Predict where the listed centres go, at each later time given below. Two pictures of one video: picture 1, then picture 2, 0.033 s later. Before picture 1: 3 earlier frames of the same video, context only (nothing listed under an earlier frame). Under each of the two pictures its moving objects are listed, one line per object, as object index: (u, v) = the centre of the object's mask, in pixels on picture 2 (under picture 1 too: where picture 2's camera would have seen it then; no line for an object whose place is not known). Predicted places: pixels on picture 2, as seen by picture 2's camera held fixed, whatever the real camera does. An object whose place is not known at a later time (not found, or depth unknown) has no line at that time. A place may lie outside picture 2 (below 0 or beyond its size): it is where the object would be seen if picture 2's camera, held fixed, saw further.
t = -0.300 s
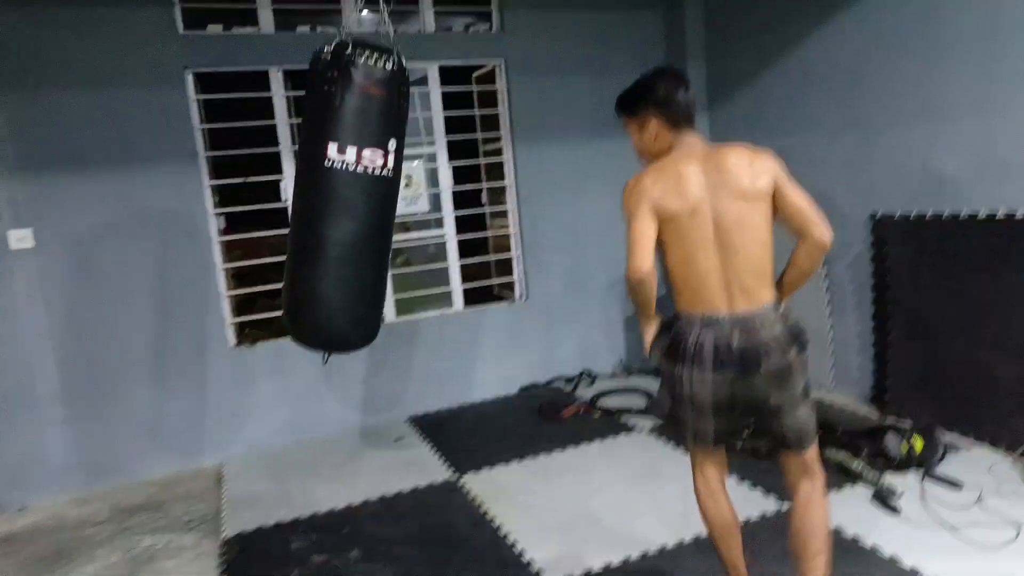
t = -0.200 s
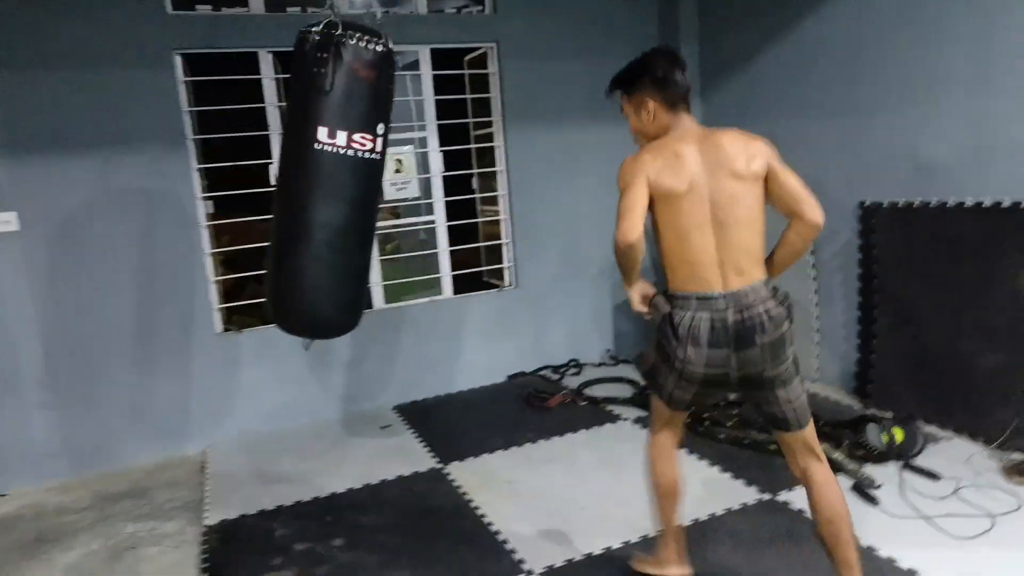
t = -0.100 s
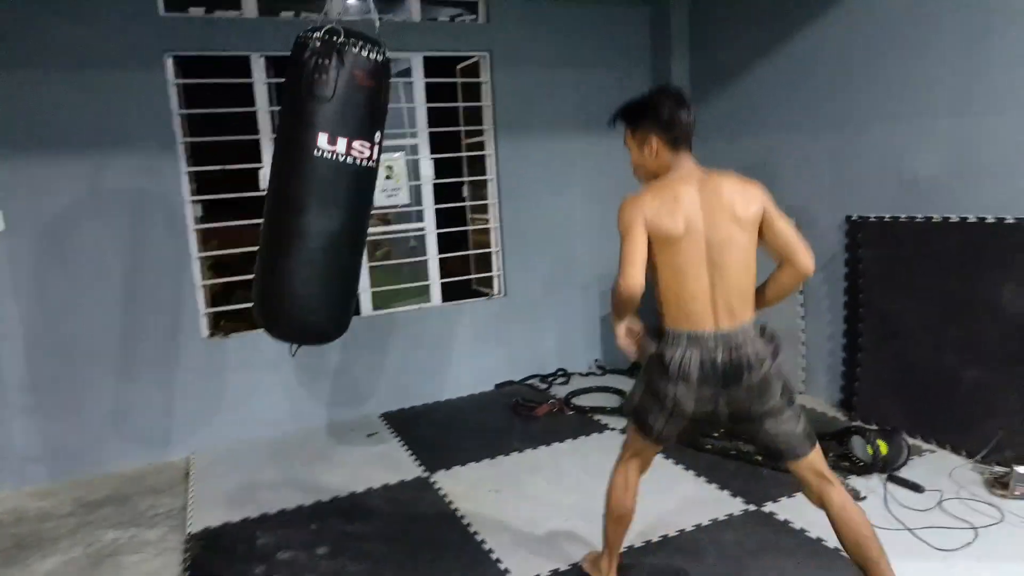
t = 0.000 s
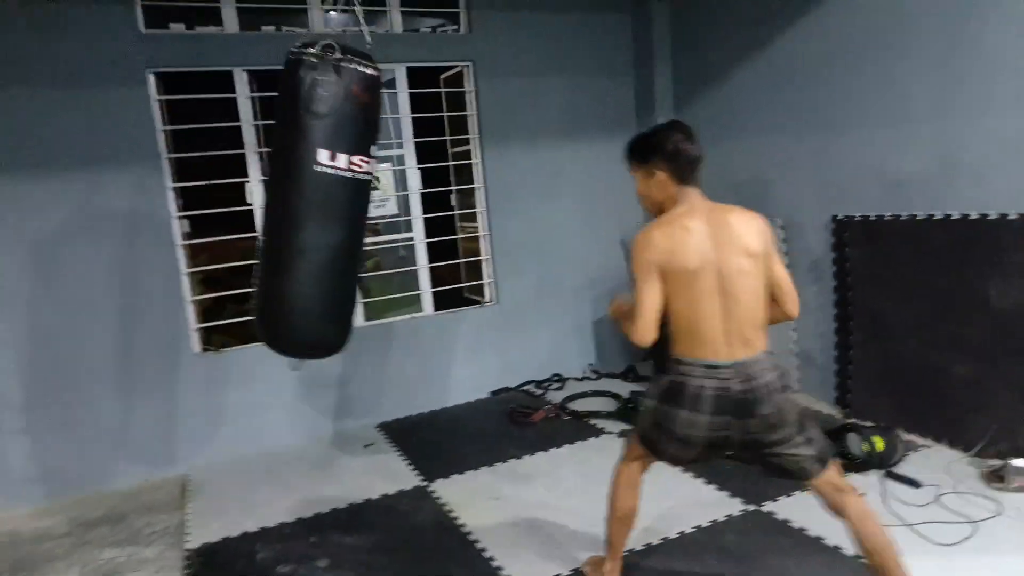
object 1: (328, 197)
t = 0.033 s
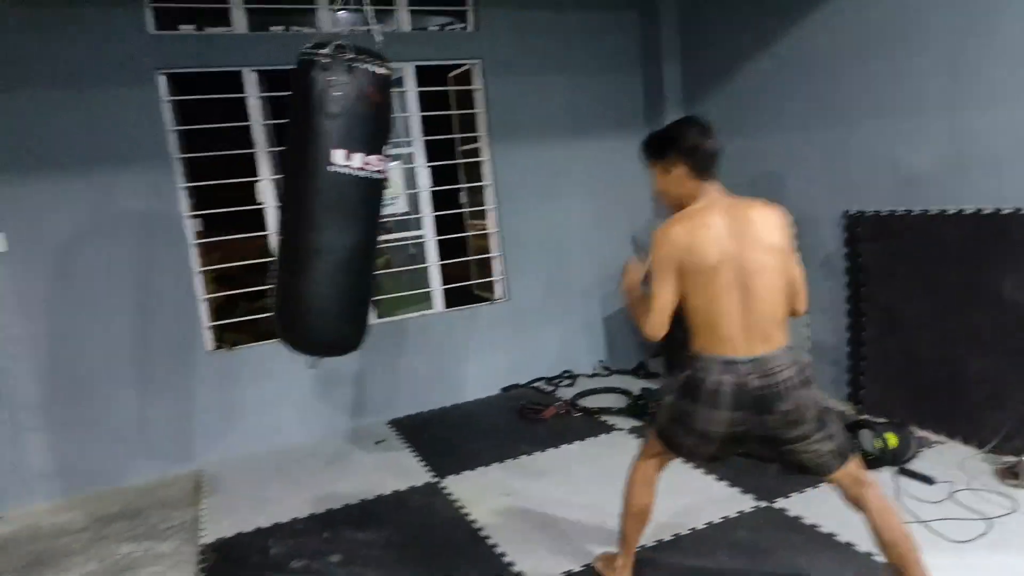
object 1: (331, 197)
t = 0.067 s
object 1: (339, 197)
